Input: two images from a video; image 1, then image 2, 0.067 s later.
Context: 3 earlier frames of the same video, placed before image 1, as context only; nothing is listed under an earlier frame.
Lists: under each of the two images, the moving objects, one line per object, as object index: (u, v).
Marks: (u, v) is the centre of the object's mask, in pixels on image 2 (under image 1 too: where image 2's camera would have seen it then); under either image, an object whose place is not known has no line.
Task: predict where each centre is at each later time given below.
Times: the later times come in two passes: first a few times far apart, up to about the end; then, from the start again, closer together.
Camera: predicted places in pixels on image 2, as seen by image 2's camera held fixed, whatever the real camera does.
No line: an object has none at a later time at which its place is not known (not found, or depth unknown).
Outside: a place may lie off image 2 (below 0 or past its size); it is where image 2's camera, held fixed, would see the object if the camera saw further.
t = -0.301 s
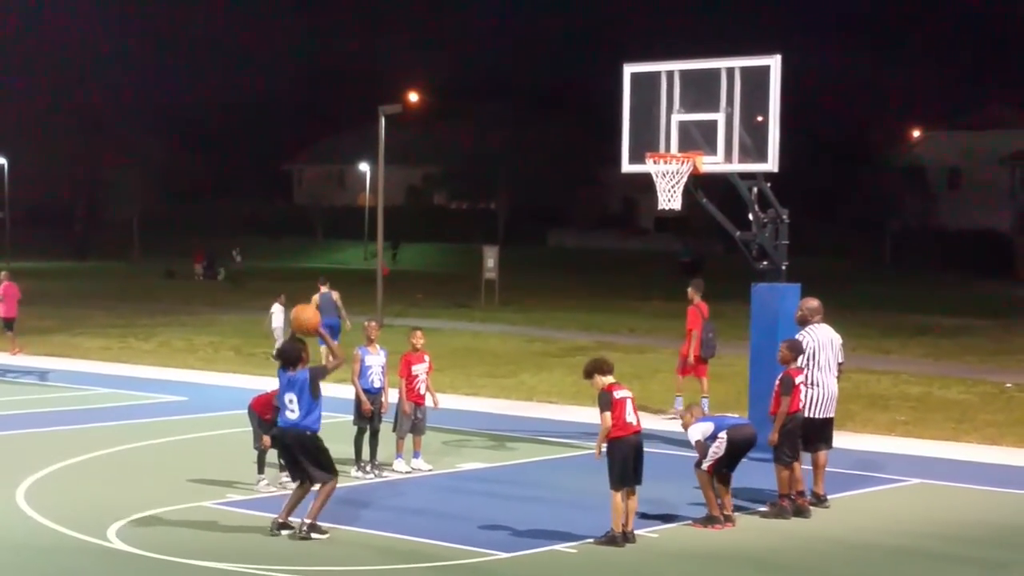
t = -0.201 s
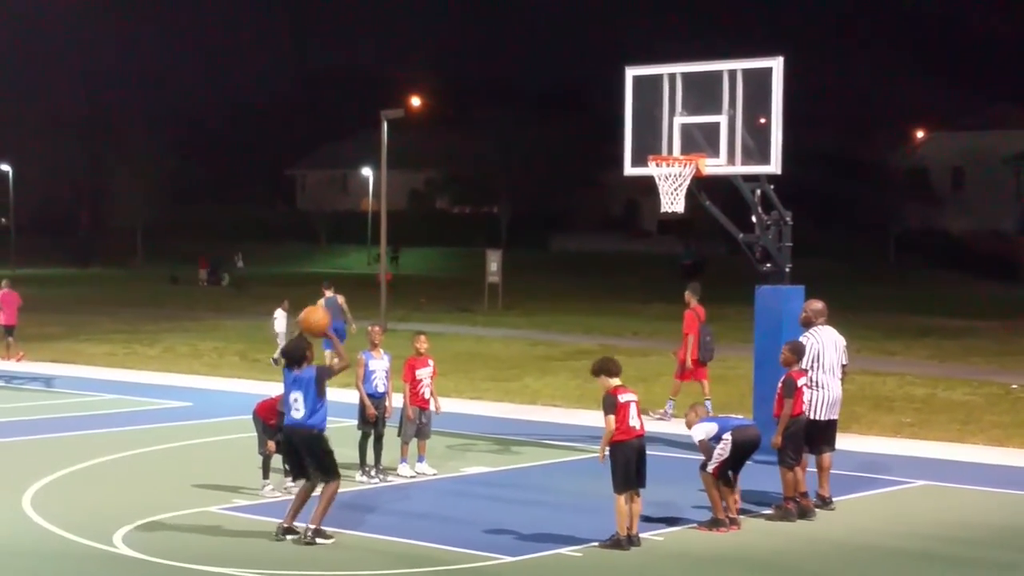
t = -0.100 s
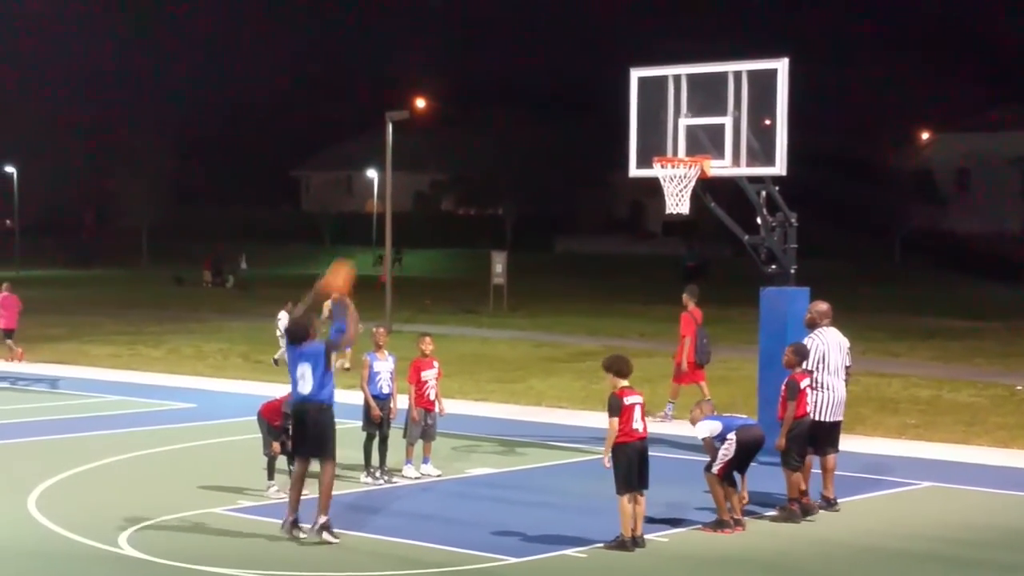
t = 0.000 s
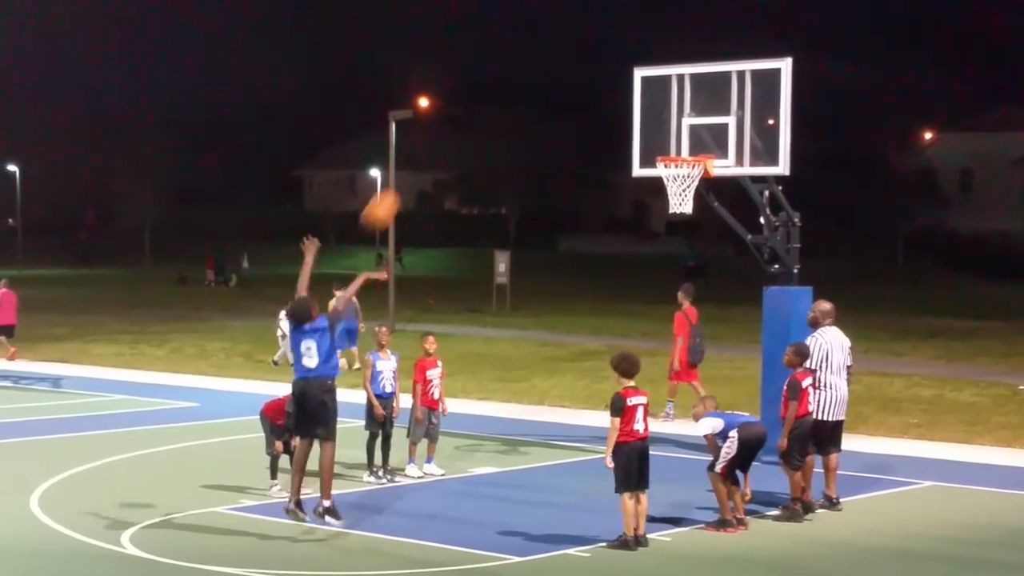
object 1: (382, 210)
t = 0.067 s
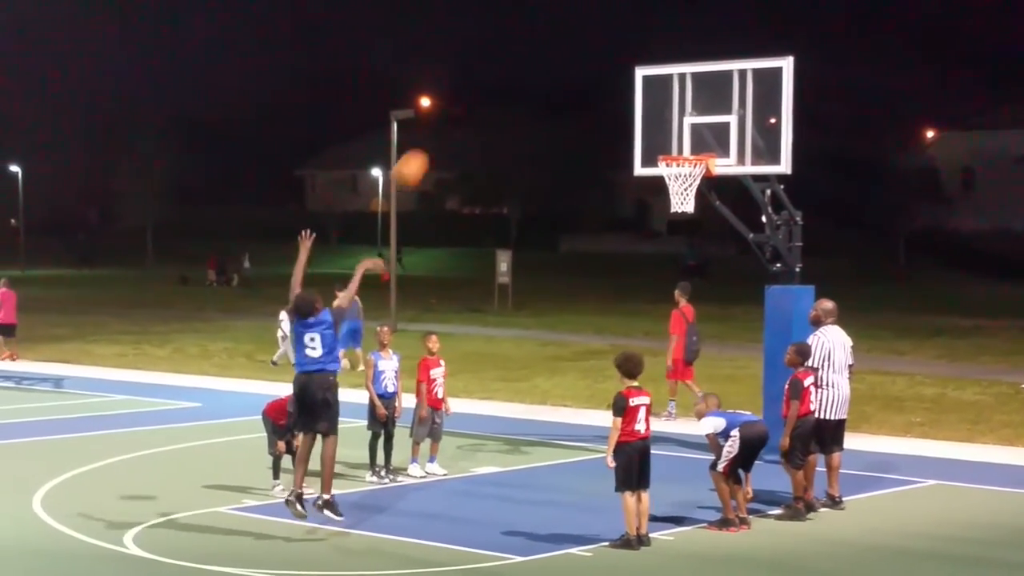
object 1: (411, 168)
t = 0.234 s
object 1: (473, 97)
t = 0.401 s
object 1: (533, 61)
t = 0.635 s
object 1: (609, 65)
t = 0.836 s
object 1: (667, 114)
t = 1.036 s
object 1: (680, 144)
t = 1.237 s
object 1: (708, 122)
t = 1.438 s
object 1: (697, 142)
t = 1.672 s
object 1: (660, 144)
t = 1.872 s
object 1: (638, 150)
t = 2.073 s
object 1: (615, 199)
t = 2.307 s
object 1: (589, 306)
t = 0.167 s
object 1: (449, 121)
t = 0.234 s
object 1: (473, 97)
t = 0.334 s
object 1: (510, 71)
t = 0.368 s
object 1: (522, 65)
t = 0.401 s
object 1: (533, 61)
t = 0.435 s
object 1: (545, 58)
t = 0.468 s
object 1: (556, 56)
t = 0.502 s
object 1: (567, 55)
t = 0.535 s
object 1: (578, 56)
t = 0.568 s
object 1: (588, 58)
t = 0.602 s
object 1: (599, 61)
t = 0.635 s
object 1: (609, 65)
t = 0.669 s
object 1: (619, 71)
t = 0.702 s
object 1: (626, 77)
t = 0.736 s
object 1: (639, 85)
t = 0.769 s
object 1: (651, 94)
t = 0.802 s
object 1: (658, 103)
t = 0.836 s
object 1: (667, 114)
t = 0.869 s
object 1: (674, 124)
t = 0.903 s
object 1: (687, 139)
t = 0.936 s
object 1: (694, 148)
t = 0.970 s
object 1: (686, 149)
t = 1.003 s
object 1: (673, 148)
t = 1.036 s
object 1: (680, 144)
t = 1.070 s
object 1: (689, 136)
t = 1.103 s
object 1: (697, 131)
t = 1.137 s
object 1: (703, 126)
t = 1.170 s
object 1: (709, 121)
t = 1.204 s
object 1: (709, 121)
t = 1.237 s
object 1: (708, 122)
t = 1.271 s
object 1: (706, 126)
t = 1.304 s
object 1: (705, 130)
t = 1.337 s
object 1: (704, 135)
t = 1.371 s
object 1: (703, 139)
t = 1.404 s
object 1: (701, 144)
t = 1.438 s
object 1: (697, 142)
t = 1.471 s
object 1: (691, 140)
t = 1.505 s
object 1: (686, 137)
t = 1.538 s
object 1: (680, 136)
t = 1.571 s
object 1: (675, 136)
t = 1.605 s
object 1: (669, 139)
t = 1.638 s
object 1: (665, 141)
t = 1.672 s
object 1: (660, 144)
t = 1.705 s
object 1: (657, 142)
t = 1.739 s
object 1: (654, 141)
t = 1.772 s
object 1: (650, 142)
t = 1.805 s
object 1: (646, 144)
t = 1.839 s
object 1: (642, 146)
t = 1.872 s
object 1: (638, 150)
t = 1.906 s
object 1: (634, 156)
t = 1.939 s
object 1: (629, 162)
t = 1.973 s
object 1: (625, 170)
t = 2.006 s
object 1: (622, 178)
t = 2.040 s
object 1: (619, 187)
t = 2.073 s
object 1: (615, 199)
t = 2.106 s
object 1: (611, 211)
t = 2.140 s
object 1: (607, 224)
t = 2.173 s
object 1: (604, 239)
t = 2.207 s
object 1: (600, 254)
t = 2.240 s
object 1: (597, 270)
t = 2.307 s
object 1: (589, 306)
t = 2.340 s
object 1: (586, 324)
